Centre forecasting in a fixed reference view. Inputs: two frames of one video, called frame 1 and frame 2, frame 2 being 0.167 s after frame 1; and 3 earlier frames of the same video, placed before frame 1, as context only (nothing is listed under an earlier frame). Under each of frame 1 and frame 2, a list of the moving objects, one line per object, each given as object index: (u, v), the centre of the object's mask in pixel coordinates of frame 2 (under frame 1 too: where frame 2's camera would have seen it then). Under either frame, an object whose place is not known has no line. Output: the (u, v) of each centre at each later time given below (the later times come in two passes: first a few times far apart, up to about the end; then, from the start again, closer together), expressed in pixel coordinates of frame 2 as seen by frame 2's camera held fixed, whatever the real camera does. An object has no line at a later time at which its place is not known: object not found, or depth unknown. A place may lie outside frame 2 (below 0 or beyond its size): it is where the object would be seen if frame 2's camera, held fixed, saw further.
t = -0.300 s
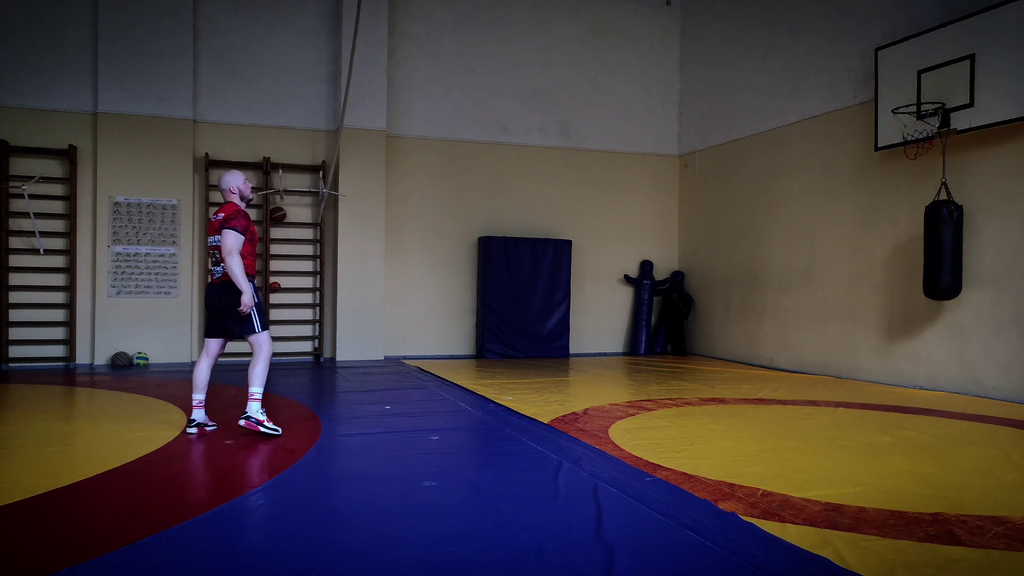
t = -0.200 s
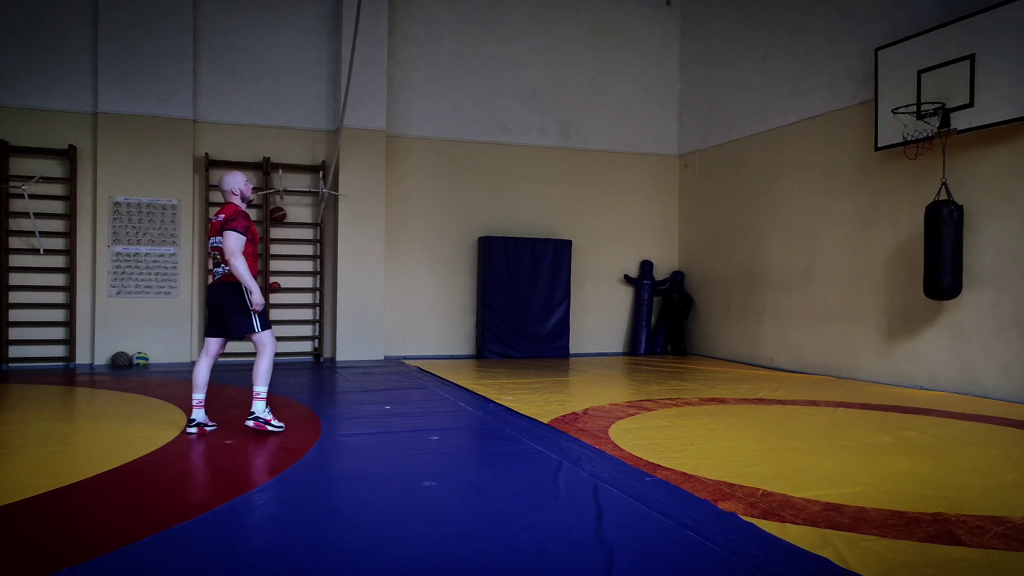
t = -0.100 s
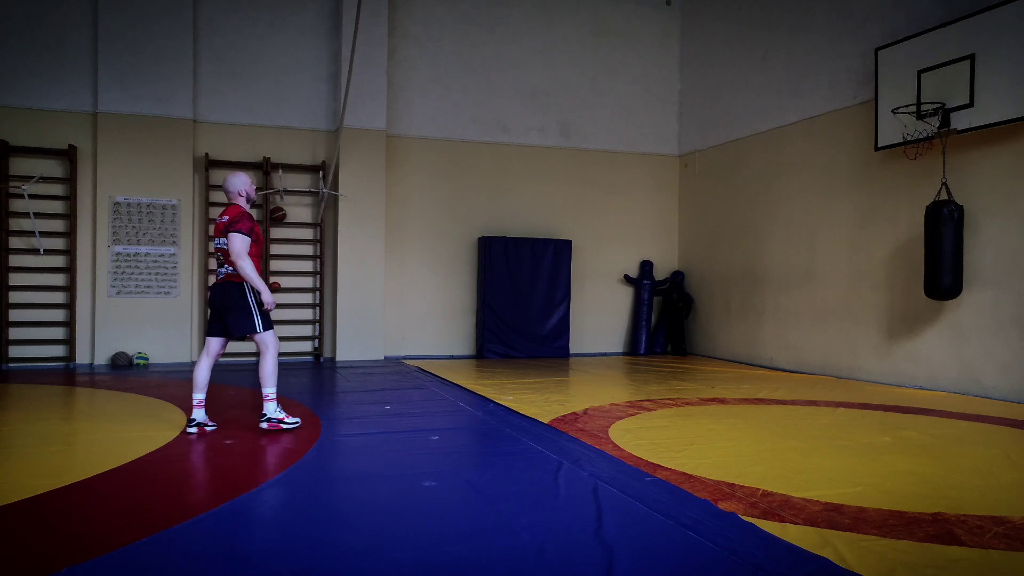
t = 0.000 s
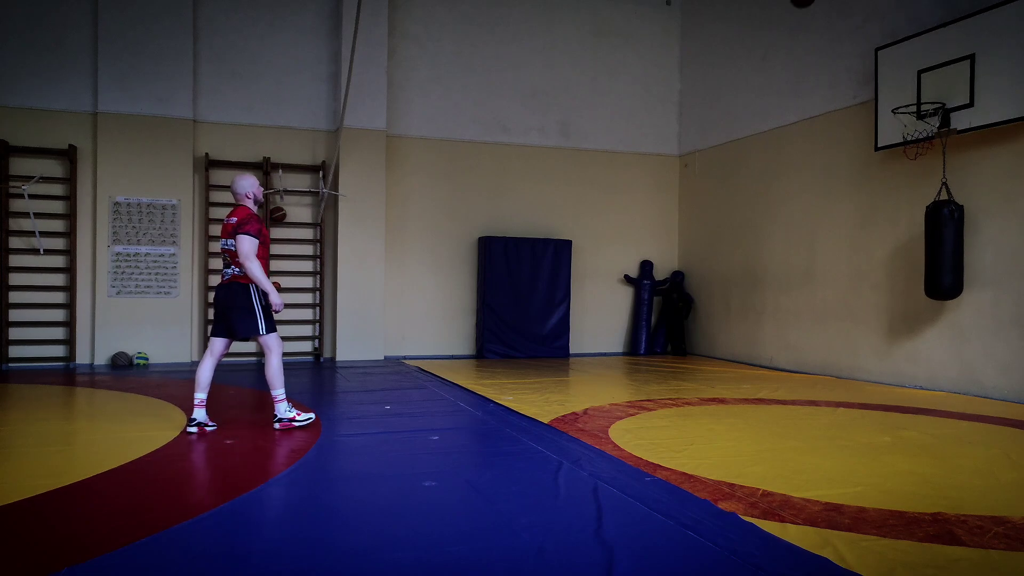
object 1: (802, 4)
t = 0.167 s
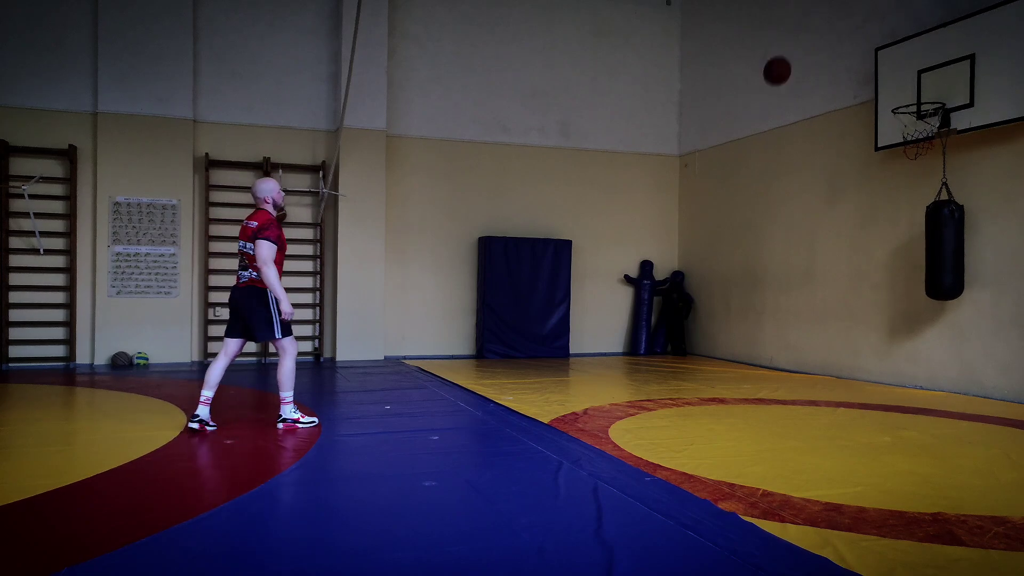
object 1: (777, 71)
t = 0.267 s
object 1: (760, 133)
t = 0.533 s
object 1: (714, 357)
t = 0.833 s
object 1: (687, 259)
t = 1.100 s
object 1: (667, 178)
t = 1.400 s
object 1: (643, 180)
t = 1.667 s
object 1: (621, 269)
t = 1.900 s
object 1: (604, 400)
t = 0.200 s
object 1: (772, 90)
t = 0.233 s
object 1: (766, 111)
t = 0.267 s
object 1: (760, 133)
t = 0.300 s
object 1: (755, 156)
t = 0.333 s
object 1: (749, 180)
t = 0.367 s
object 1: (743, 206)
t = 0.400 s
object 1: (737, 234)
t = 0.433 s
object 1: (731, 262)
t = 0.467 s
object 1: (726, 292)
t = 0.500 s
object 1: (720, 323)
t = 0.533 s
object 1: (714, 357)
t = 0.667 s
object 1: (699, 347)
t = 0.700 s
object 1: (697, 328)
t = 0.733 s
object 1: (694, 309)
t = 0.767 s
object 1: (692, 291)
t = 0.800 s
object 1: (689, 274)
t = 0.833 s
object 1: (687, 259)
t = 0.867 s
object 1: (684, 244)
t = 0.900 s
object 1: (682, 231)
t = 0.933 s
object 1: (679, 219)
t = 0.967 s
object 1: (677, 209)
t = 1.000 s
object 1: (674, 199)
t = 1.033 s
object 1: (671, 191)
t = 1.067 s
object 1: (669, 184)
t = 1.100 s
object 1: (667, 178)
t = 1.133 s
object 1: (664, 173)
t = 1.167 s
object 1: (662, 169)
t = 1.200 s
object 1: (659, 167)
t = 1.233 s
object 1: (656, 166)
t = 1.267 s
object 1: (654, 166)
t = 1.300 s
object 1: (651, 168)
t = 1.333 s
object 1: (648, 170)
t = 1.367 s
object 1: (646, 174)
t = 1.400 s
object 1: (643, 180)
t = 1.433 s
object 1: (640, 186)
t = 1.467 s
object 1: (638, 194)
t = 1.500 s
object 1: (635, 203)
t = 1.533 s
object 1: (632, 214)
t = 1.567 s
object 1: (629, 225)
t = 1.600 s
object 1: (627, 239)
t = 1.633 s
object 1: (624, 253)
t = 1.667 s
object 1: (621, 269)
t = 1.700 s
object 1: (619, 286)
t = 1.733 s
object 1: (616, 304)
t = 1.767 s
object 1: (614, 323)
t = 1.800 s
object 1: (611, 344)
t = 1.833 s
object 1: (608, 367)
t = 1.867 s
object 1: (606, 390)
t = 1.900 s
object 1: (604, 400)
